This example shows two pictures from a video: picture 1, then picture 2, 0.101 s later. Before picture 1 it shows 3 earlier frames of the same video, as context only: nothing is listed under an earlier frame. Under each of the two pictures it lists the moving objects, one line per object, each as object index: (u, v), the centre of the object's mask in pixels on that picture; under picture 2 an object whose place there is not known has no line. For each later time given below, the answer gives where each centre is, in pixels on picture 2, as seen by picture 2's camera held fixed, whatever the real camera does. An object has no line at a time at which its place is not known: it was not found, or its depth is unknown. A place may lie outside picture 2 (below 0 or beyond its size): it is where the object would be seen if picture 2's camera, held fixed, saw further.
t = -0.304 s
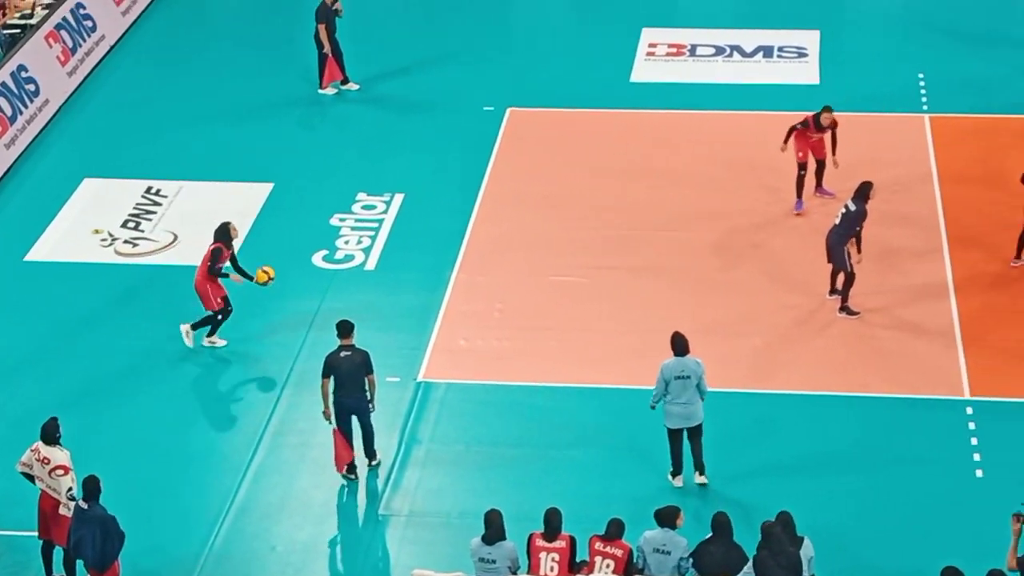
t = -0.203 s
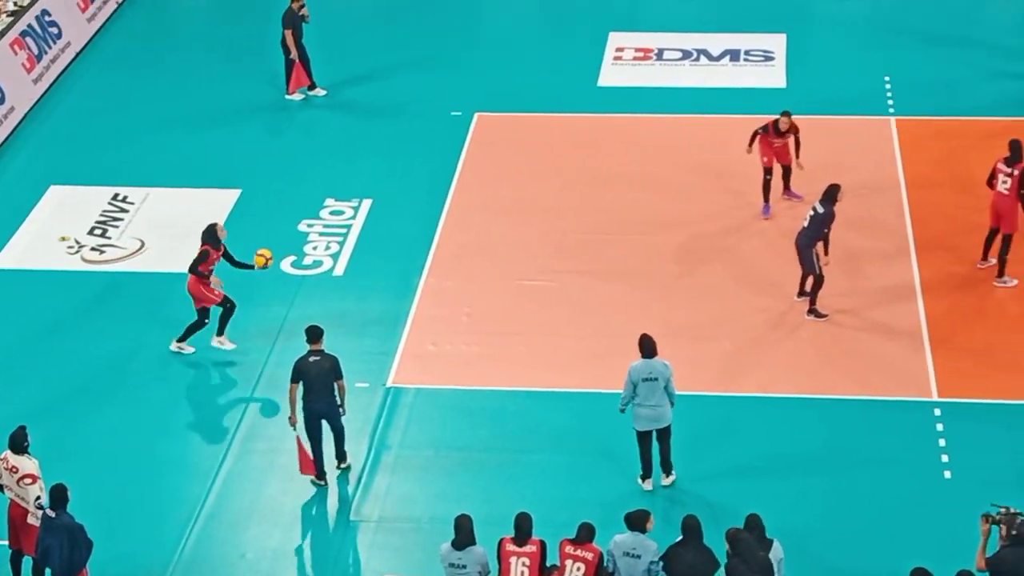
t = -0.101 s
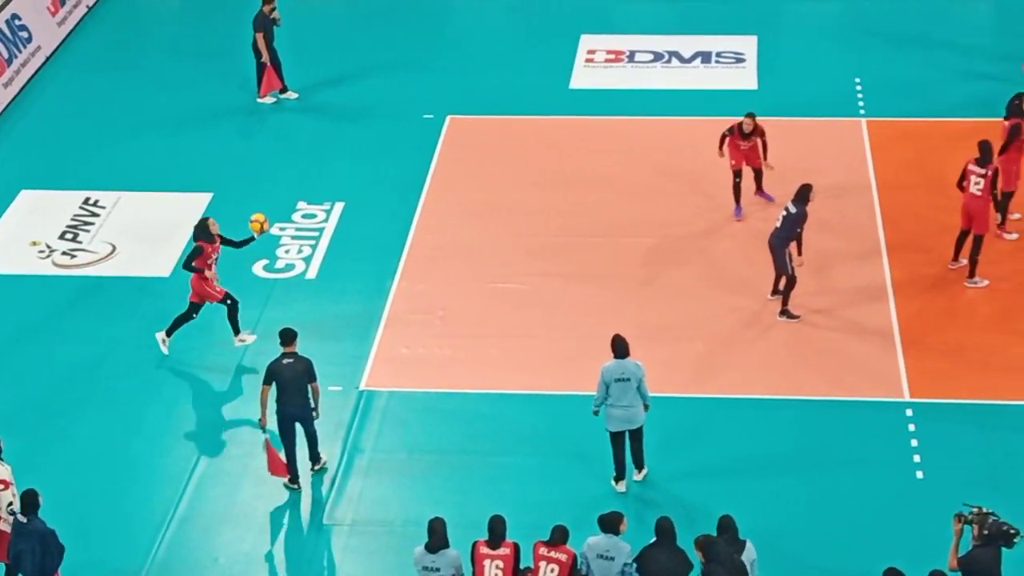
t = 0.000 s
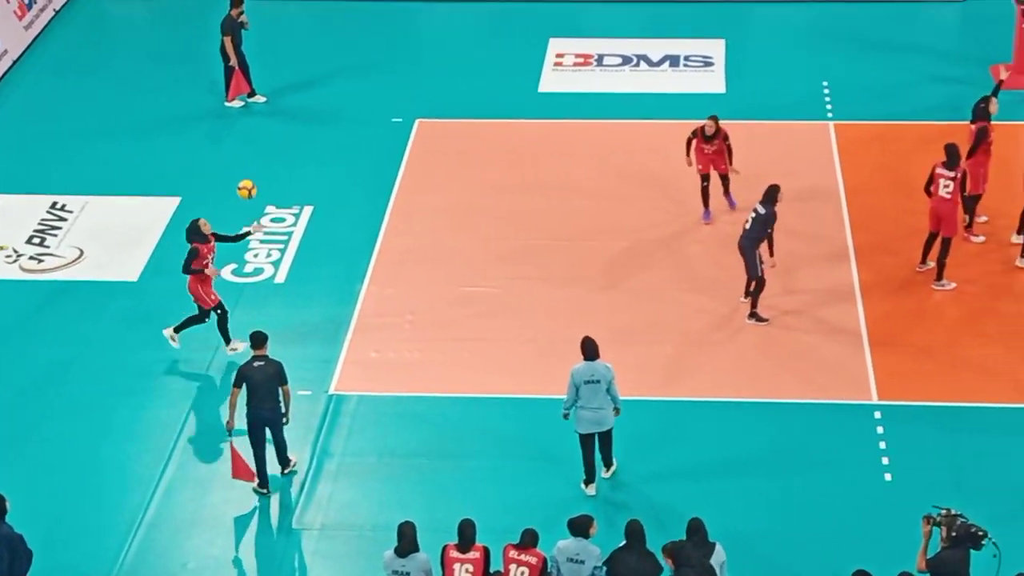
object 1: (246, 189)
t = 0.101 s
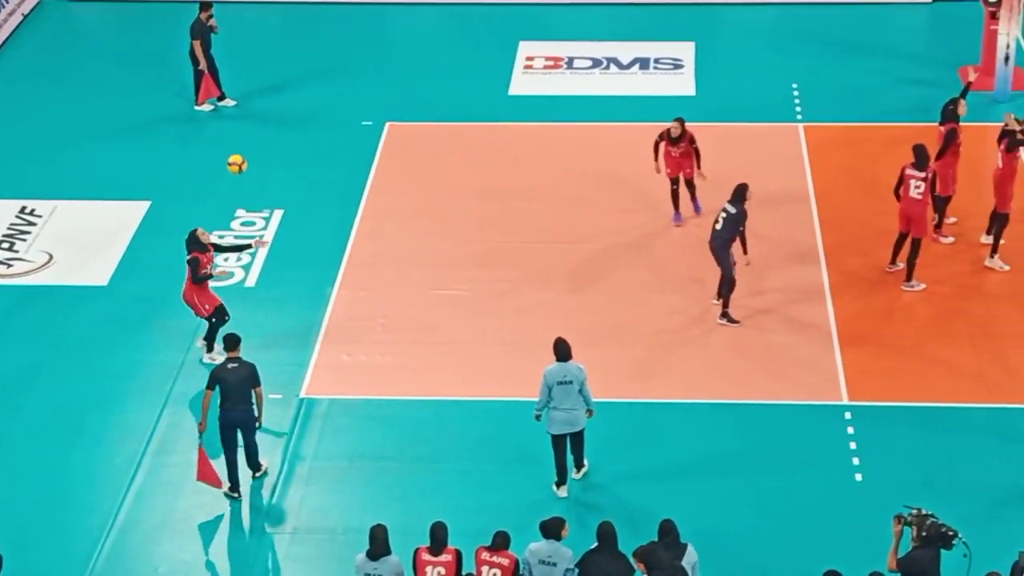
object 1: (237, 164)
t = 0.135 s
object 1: (243, 156)
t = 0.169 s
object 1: (250, 149)
